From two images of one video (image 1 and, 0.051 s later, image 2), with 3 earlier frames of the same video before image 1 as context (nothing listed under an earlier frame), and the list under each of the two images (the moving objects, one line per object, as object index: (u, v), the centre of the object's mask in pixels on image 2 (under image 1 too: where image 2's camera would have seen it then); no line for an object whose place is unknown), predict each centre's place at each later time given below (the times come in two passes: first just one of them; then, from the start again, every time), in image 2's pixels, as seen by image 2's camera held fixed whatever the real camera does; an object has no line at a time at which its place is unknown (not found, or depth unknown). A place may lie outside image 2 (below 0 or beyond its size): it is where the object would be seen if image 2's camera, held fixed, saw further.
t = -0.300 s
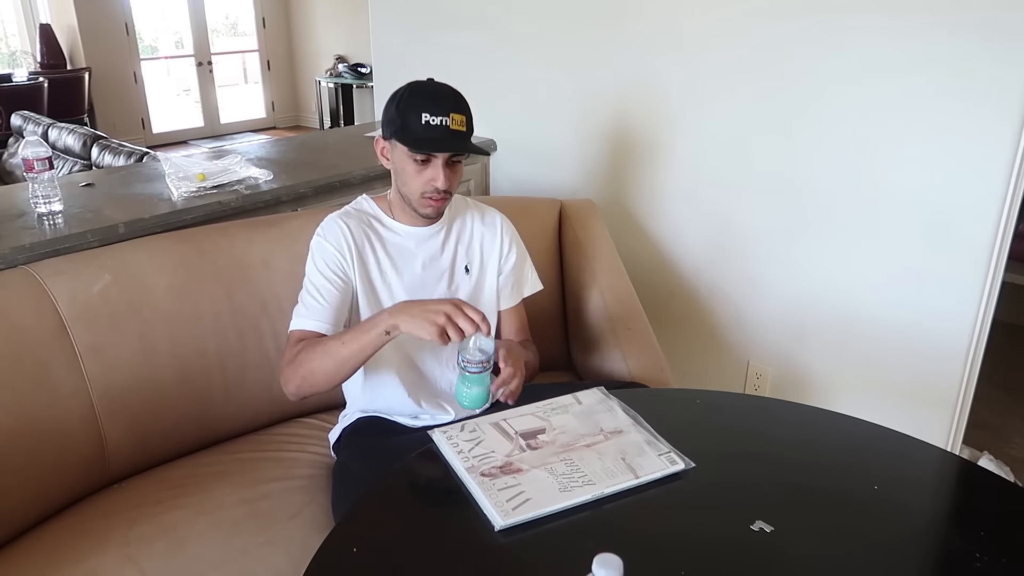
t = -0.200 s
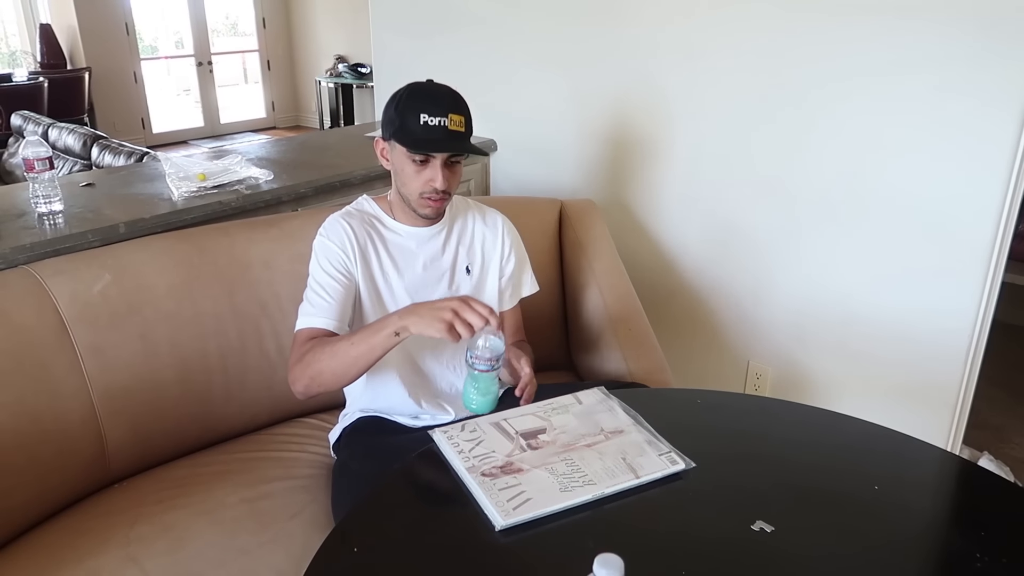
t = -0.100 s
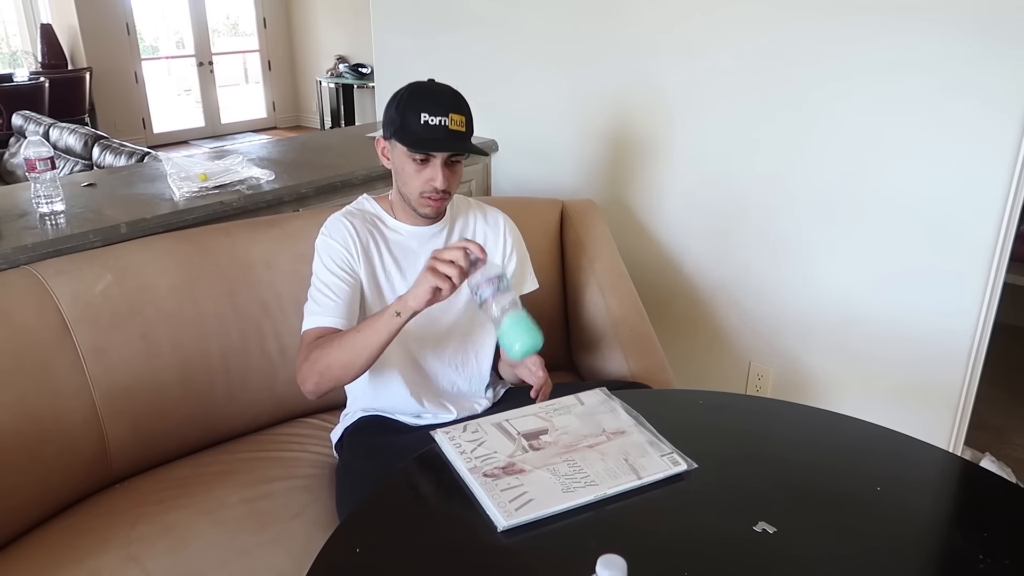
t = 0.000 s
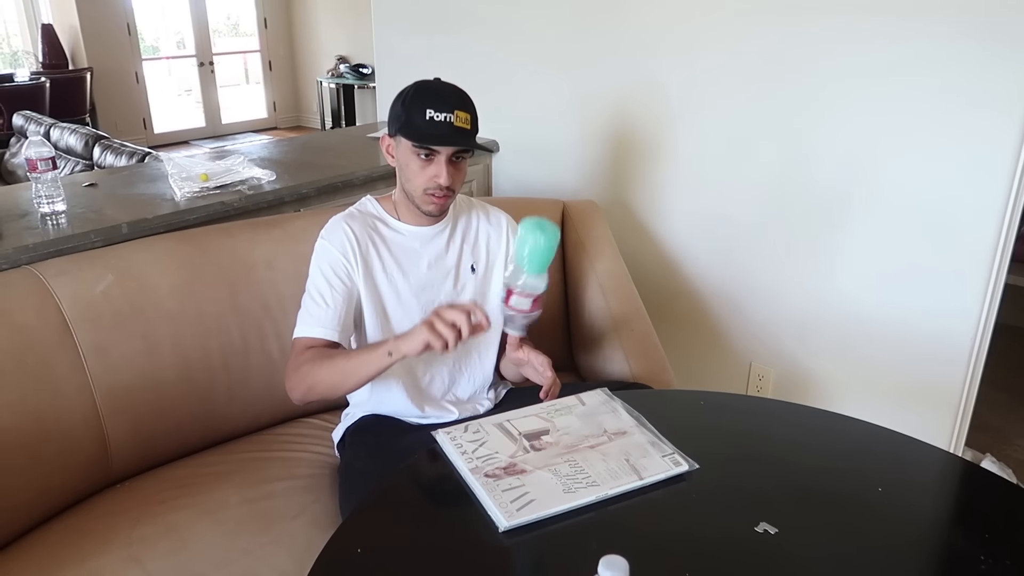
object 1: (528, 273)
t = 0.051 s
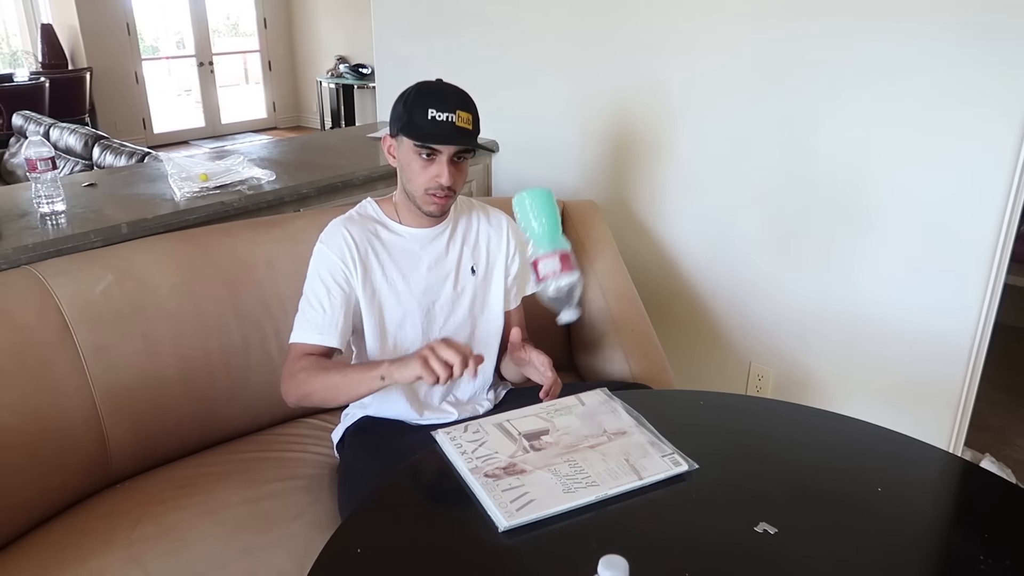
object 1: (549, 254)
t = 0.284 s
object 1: (573, 299)
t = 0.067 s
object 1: (554, 243)
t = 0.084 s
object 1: (558, 231)
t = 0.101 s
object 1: (561, 222)
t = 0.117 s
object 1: (563, 216)
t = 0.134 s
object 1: (565, 212)
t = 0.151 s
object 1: (566, 212)
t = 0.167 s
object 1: (567, 214)
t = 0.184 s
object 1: (568, 219)
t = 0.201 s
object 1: (570, 227)
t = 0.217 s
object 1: (570, 237)
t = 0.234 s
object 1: (571, 250)
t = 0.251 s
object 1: (572, 264)
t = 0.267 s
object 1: (573, 281)
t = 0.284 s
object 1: (573, 299)
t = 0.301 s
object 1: (574, 319)
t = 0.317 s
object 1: (576, 340)
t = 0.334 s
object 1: (576, 364)
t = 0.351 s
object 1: (577, 390)
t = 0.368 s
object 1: (578, 417)
